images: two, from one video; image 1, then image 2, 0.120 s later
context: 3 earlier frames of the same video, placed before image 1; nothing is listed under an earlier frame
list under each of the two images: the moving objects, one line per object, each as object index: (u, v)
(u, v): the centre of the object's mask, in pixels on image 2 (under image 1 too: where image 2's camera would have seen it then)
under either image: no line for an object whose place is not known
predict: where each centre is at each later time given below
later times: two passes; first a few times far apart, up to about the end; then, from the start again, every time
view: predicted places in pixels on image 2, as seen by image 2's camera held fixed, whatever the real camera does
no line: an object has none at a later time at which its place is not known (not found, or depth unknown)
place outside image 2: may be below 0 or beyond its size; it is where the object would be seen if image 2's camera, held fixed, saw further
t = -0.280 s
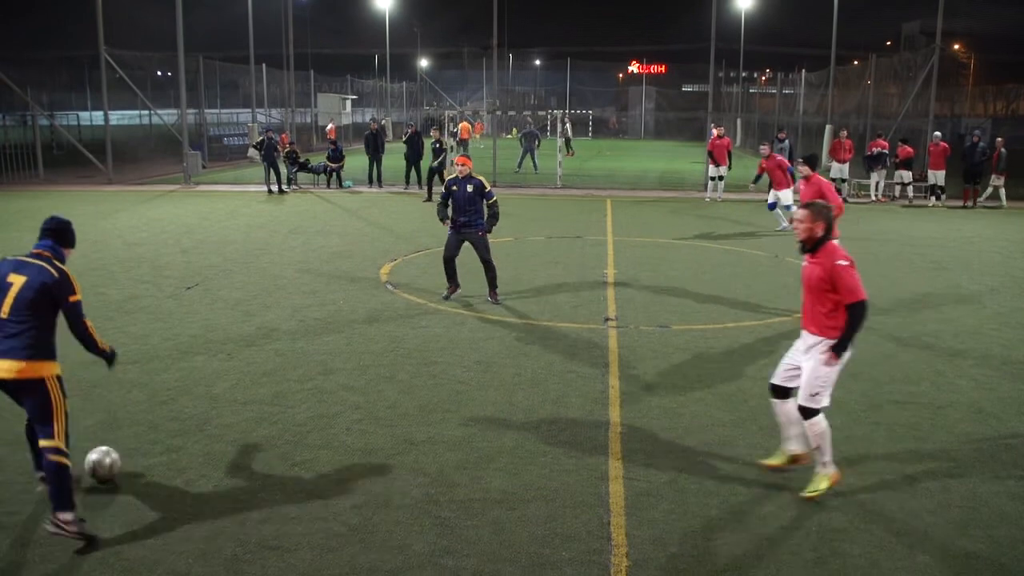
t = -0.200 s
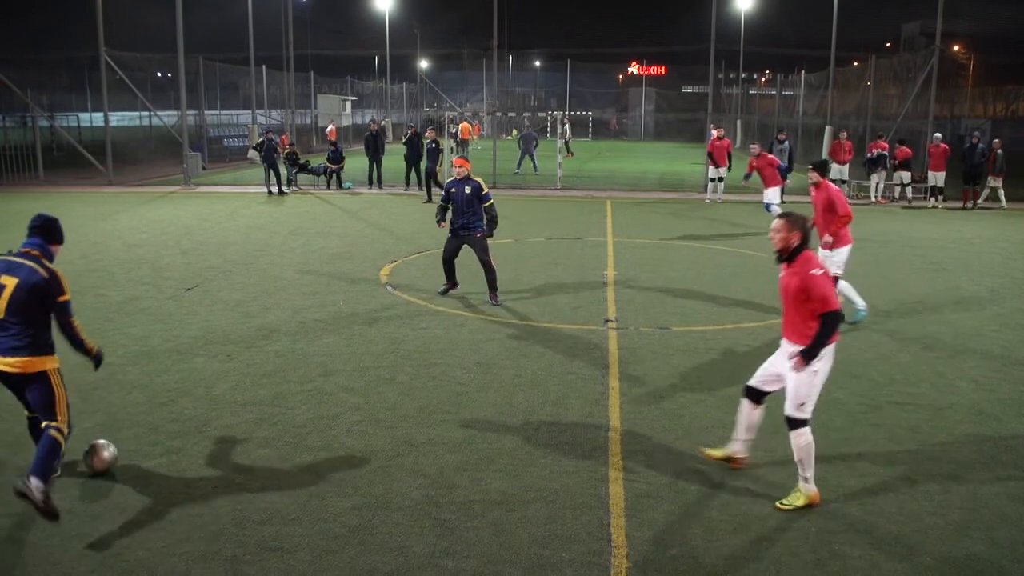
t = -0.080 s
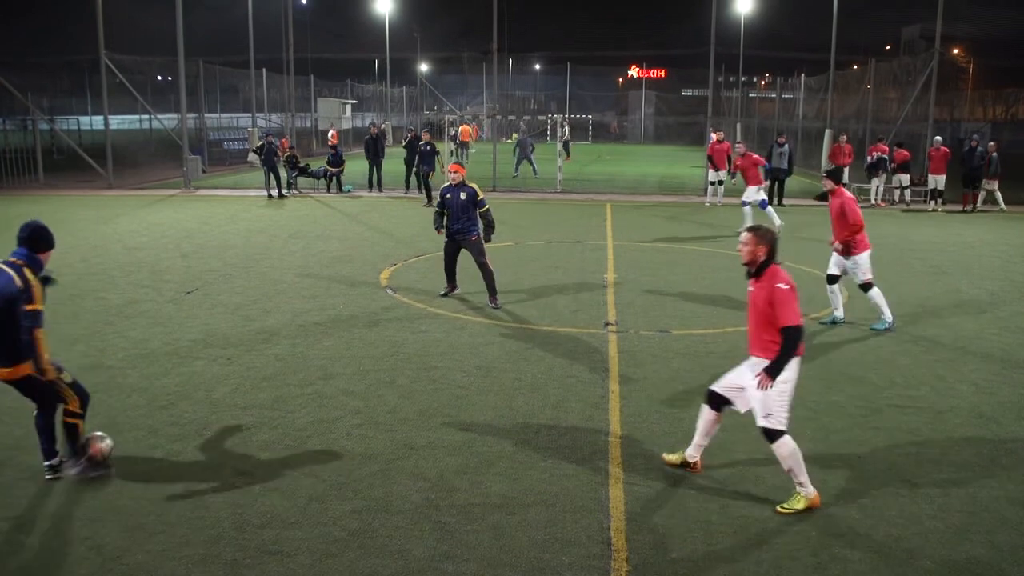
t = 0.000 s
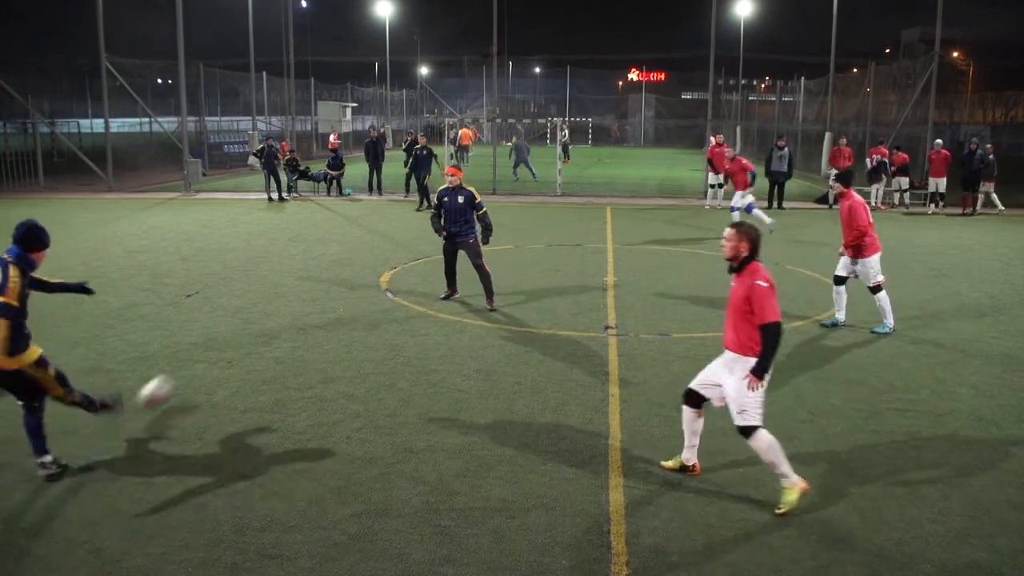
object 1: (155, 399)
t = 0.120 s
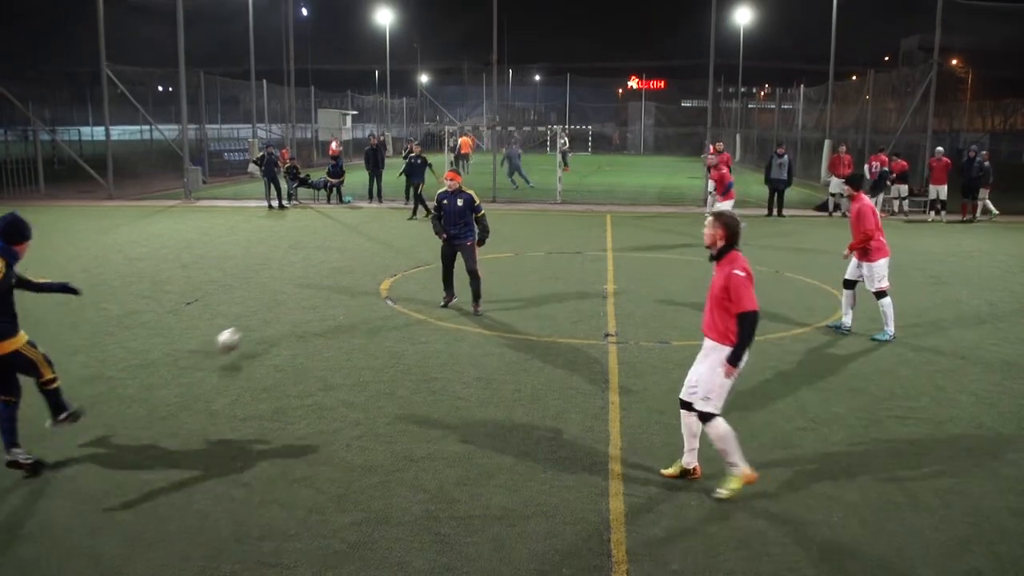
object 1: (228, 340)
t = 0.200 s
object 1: (262, 319)
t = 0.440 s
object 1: (328, 271)
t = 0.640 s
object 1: (359, 249)
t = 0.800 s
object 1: (376, 237)
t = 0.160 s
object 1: (246, 329)
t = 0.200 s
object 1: (262, 319)
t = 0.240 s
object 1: (277, 308)
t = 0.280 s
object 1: (289, 297)
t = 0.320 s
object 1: (300, 288)
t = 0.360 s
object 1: (311, 282)
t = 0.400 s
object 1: (319, 277)
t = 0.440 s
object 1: (328, 271)
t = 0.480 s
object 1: (335, 266)
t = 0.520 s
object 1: (342, 260)
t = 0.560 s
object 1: (348, 257)
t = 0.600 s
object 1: (354, 253)
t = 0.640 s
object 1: (359, 249)
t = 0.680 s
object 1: (364, 245)
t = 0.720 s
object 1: (369, 244)
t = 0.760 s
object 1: (373, 240)
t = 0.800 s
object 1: (376, 237)
